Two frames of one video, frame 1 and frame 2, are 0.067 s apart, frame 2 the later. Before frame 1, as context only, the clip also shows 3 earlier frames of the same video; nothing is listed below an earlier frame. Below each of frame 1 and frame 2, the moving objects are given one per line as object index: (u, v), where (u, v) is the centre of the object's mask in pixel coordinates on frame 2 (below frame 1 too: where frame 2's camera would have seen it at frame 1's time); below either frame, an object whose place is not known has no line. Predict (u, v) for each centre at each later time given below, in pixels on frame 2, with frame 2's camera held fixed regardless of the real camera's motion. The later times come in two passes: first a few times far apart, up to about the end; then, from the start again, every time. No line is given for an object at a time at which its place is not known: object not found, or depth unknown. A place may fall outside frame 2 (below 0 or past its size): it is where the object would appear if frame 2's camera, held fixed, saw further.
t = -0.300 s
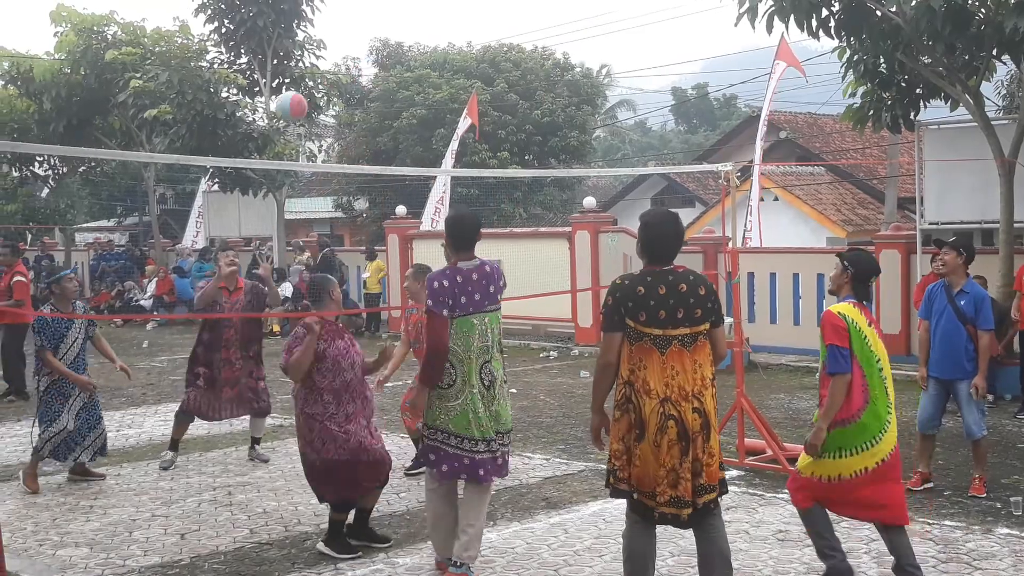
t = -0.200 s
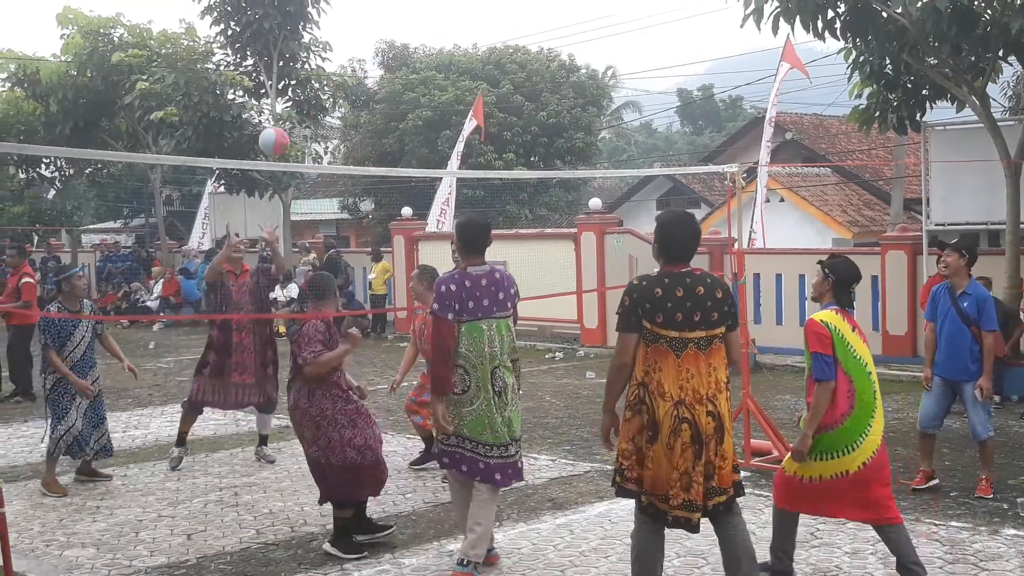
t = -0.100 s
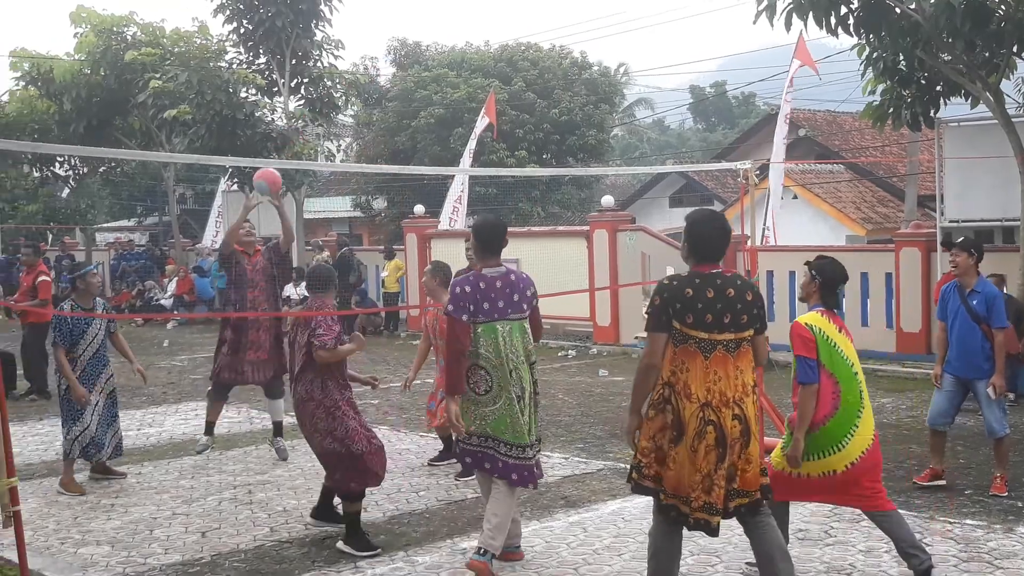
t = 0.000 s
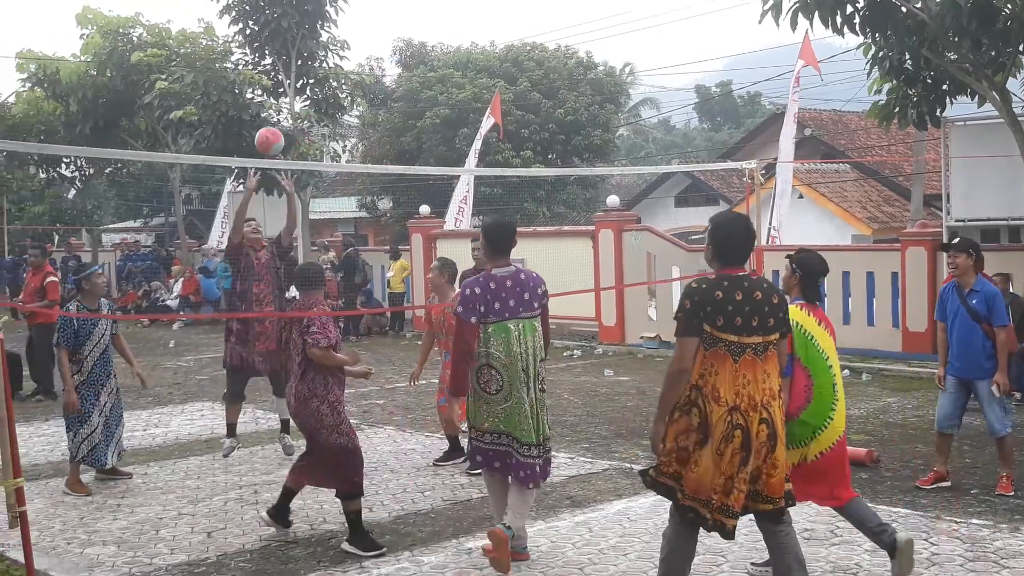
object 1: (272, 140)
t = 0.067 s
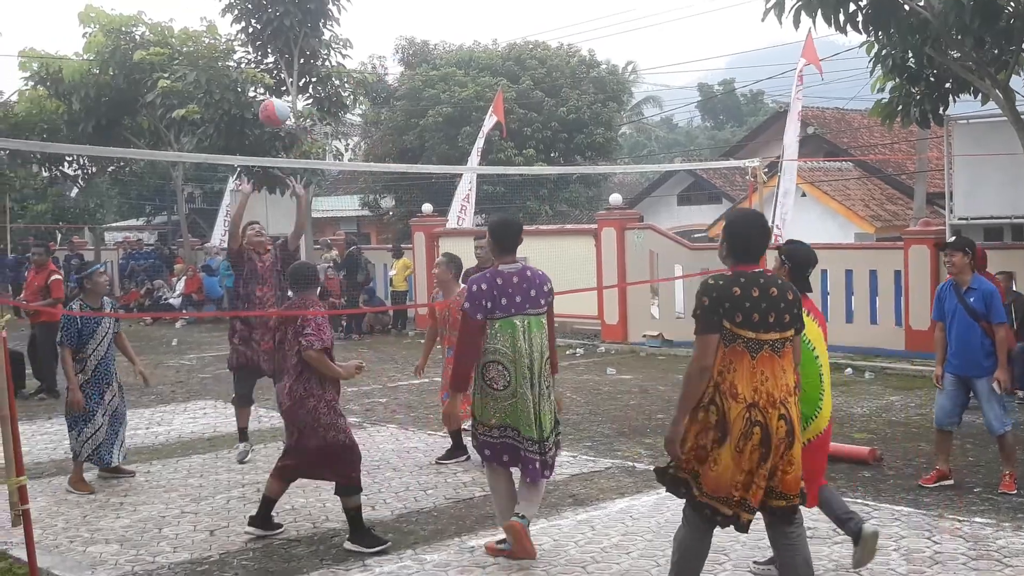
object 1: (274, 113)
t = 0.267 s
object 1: (284, 63)
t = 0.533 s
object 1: (303, 81)
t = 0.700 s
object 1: (317, 143)
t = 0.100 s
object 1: (276, 101)
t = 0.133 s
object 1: (277, 91)
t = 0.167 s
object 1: (279, 82)
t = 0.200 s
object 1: (281, 74)
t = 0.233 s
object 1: (282, 68)
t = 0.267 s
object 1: (284, 63)
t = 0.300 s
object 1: (286, 60)
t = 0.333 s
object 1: (288, 58)
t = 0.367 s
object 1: (290, 58)
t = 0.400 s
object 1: (292, 59)
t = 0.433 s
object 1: (295, 62)
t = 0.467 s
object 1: (297, 67)
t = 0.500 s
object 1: (300, 73)
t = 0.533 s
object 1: (303, 81)
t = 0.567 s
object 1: (306, 90)
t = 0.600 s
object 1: (309, 101)
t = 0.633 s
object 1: (311, 114)
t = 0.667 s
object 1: (314, 128)
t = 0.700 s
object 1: (317, 143)
